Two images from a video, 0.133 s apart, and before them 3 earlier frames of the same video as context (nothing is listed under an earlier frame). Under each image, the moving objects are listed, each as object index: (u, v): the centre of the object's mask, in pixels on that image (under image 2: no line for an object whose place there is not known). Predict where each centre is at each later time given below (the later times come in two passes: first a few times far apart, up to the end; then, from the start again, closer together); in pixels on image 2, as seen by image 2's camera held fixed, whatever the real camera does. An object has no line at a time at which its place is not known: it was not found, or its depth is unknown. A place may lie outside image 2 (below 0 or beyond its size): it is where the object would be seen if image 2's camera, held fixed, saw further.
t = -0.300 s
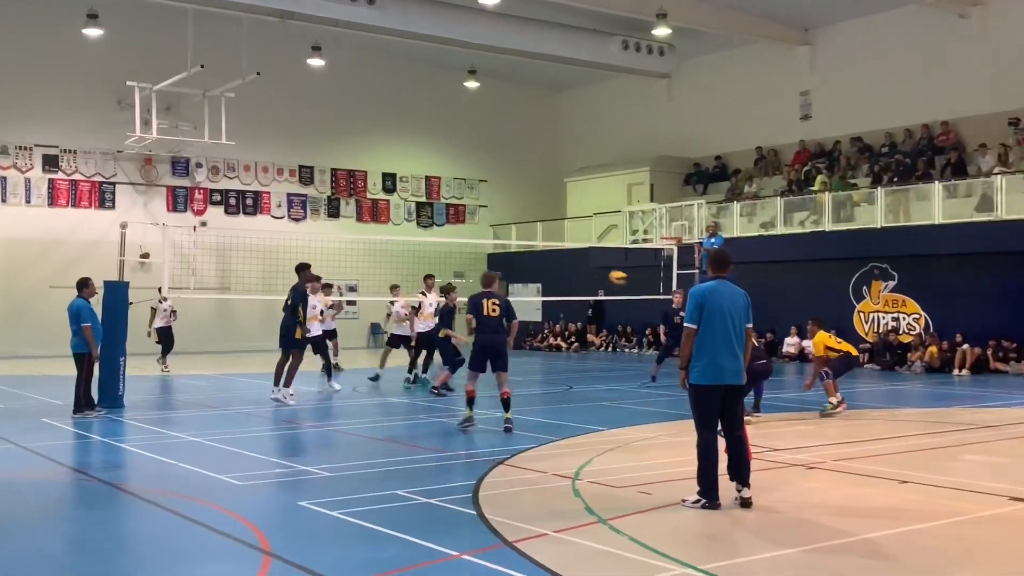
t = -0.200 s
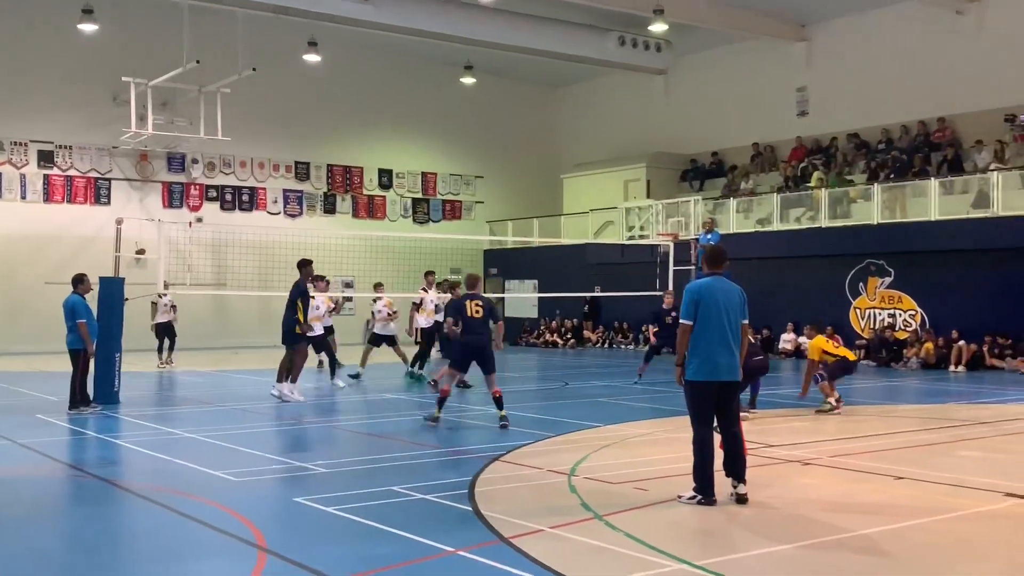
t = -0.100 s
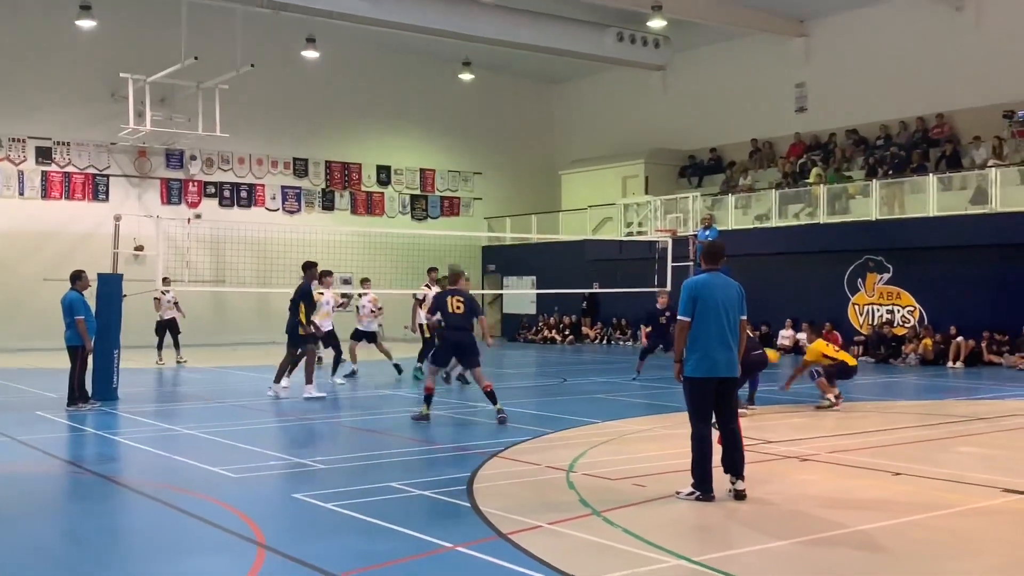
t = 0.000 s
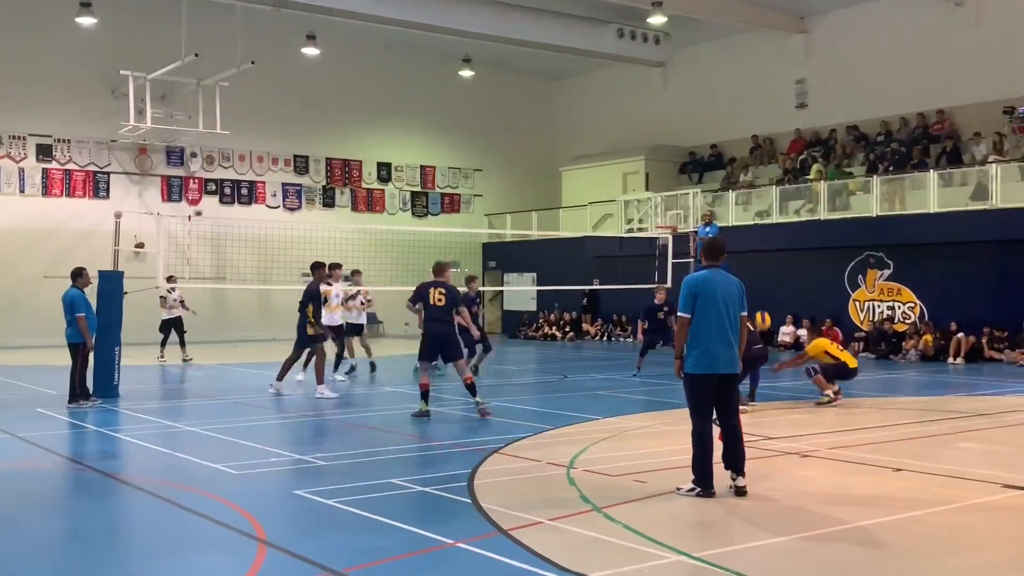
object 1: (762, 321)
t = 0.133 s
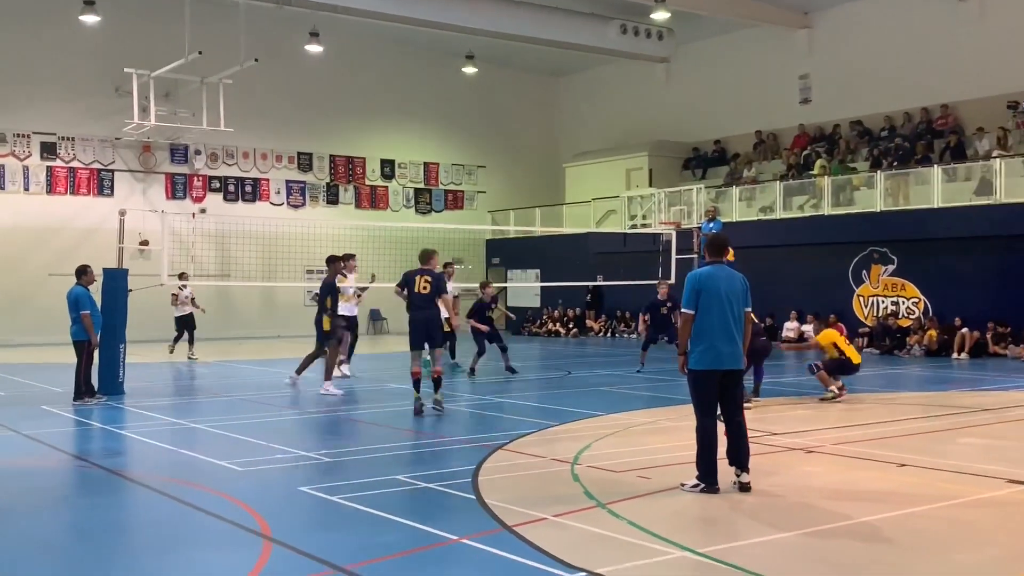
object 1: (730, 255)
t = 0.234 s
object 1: (696, 219)
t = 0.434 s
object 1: (641, 171)
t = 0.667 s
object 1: (580, 153)
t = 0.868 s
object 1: (532, 166)
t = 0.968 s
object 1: (509, 183)
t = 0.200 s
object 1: (706, 229)
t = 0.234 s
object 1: (696, 219)
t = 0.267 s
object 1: (686, 208)
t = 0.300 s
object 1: (677, 199)
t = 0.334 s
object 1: (668, 191)
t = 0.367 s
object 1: (659, 184)
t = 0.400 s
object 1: (650, 178)
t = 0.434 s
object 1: (641, 171)
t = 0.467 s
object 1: (632, 166)
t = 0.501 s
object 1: (624, 162)
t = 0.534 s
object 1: (615, 158)
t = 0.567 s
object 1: (606, 156)
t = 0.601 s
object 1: (598, 154)
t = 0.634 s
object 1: (588, 153)
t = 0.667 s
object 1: (580, 153)
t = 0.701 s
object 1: (572, 153)
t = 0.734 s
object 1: (565, 154)
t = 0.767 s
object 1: (557, 156)
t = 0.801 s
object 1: (548, 159)
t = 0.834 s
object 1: (540, 162)
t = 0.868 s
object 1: (532, 166)
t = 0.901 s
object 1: (525, 171)
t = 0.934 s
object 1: (516, 175)
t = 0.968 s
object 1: (509, 183)
